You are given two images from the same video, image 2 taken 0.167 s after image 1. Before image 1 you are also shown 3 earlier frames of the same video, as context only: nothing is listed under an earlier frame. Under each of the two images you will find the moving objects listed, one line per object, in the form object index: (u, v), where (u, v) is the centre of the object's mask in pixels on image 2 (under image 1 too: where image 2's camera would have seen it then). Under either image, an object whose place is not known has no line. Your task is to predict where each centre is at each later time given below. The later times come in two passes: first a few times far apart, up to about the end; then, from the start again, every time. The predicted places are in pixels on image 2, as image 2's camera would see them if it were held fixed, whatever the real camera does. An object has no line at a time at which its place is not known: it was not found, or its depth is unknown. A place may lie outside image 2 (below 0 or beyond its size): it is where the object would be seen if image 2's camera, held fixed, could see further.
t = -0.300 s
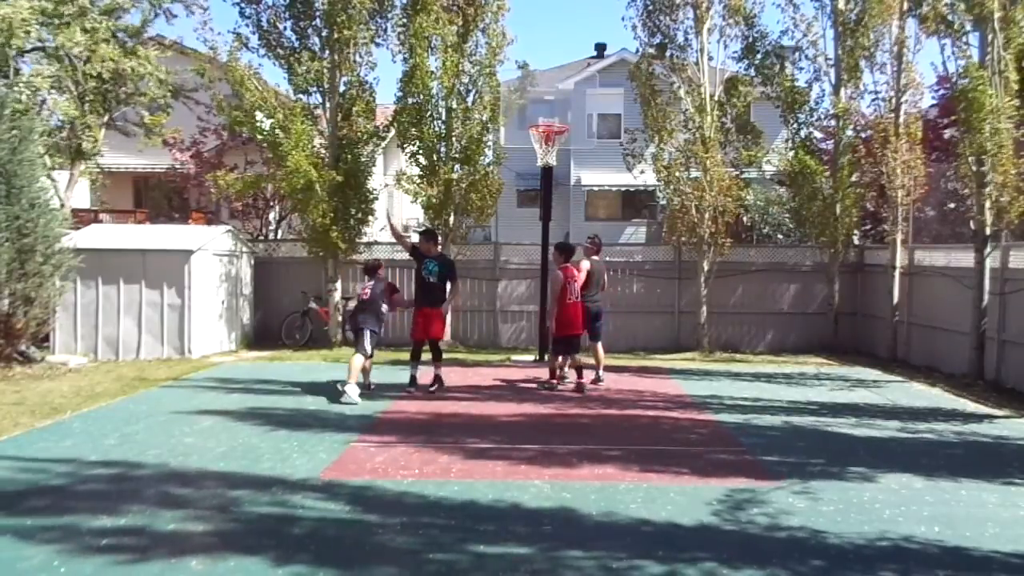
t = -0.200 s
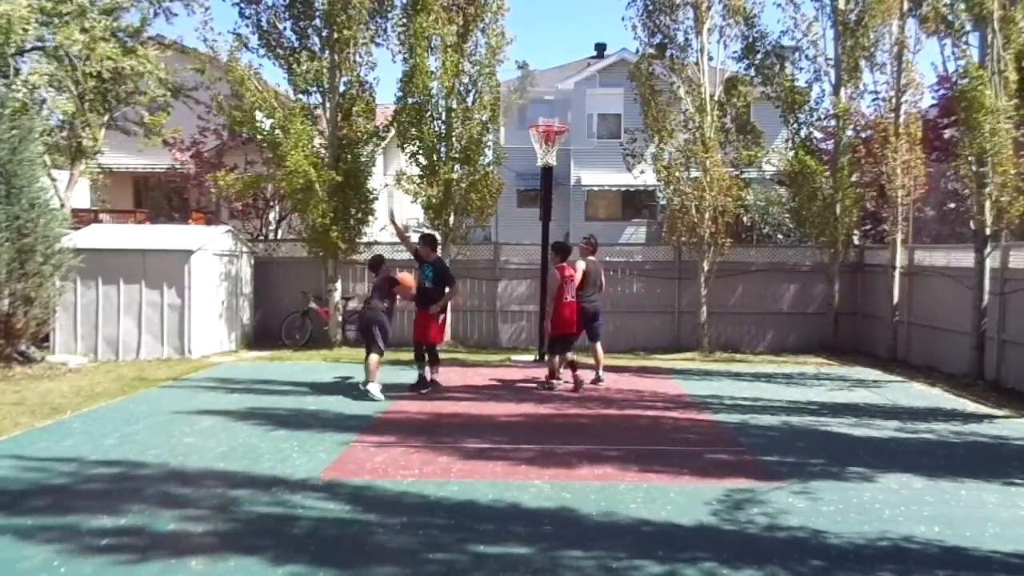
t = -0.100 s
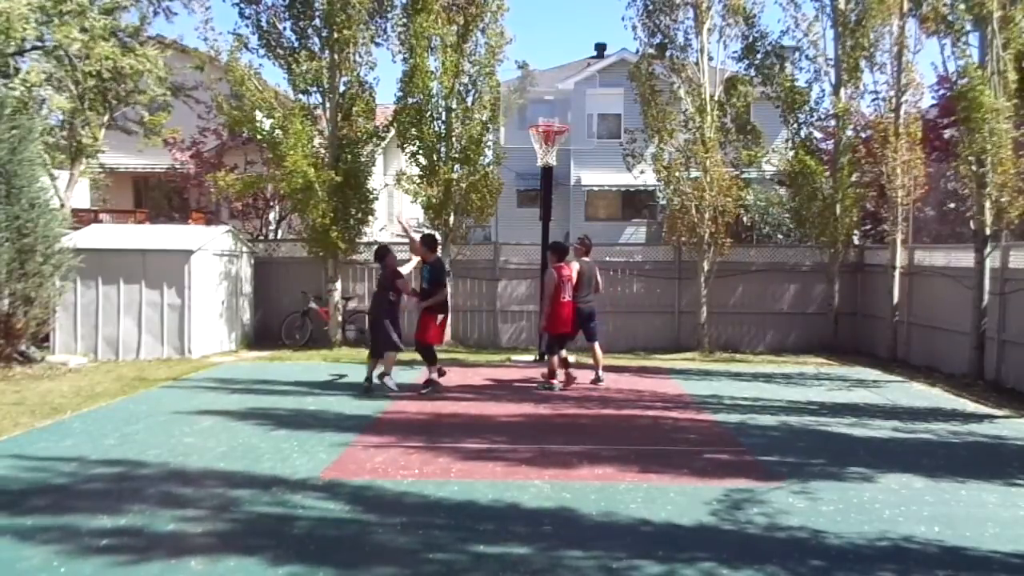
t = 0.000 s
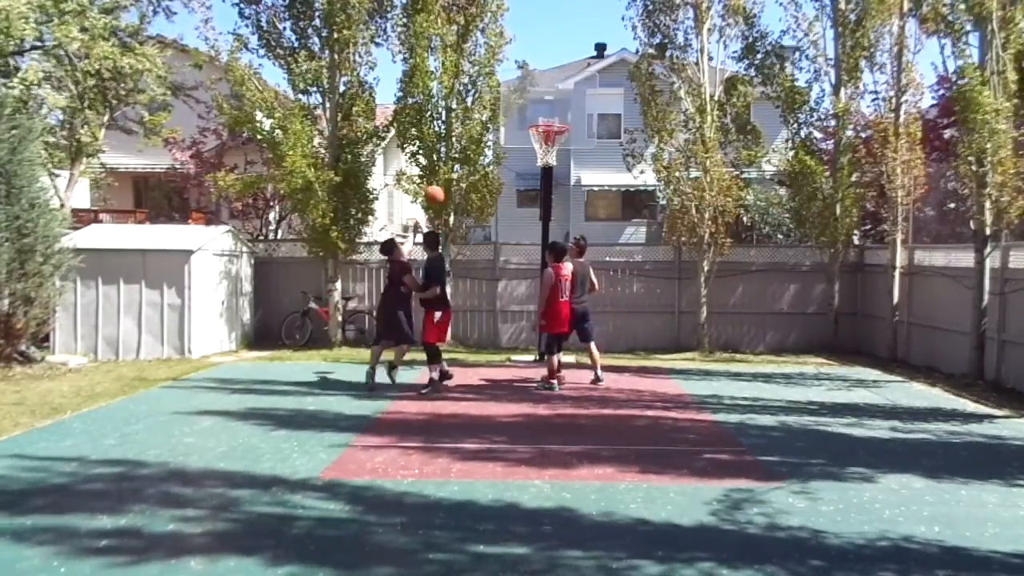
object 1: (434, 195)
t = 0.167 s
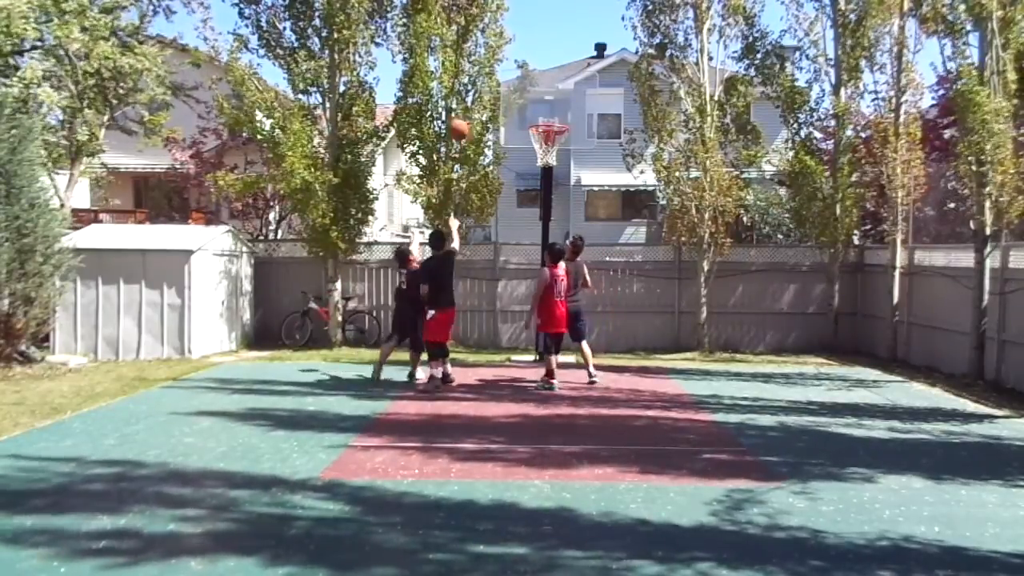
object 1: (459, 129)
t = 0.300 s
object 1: (477, 94)
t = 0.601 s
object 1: (518, 69)
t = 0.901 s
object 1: (557, 116)
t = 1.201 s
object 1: (524, 100)
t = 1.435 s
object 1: (494, 129)
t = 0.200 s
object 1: (463, 119)
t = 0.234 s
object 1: (468, 111)
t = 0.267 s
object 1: (473, 102)
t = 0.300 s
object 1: (477, 94)
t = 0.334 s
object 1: (482, 88)
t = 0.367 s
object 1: (487, 82)
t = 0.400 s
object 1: (491, 78)
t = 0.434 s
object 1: (495, 73)
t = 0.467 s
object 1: (500, 71)
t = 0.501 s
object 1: (505, 69)
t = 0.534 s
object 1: (509, 68)
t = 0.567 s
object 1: (514, 68)
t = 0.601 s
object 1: (518, 69)
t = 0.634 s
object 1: (522, 71)
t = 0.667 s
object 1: (527, 73)
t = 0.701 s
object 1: (530, 77)
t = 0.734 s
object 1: (535, 81)
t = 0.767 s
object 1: (539, 87)
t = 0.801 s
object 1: (543, 93)
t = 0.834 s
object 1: (548, 100)
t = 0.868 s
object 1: (552, 108)
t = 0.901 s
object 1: (557, 116)
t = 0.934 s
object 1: (558, 118)
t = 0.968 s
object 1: (554, 115)
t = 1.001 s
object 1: (549, 110)
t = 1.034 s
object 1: (546, 106)
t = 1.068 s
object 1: (541, 104)
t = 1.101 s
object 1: (538, 101)
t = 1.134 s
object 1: (533, 100)
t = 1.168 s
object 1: (529, 99)
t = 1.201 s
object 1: (524, 100)
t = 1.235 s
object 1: (520, 101)
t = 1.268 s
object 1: (516, 103)
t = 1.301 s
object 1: (512, 106)
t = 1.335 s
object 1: (507, 111)
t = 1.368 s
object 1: (502, 116)
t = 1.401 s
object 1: (498, 122)
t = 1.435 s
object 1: (494, 129)
